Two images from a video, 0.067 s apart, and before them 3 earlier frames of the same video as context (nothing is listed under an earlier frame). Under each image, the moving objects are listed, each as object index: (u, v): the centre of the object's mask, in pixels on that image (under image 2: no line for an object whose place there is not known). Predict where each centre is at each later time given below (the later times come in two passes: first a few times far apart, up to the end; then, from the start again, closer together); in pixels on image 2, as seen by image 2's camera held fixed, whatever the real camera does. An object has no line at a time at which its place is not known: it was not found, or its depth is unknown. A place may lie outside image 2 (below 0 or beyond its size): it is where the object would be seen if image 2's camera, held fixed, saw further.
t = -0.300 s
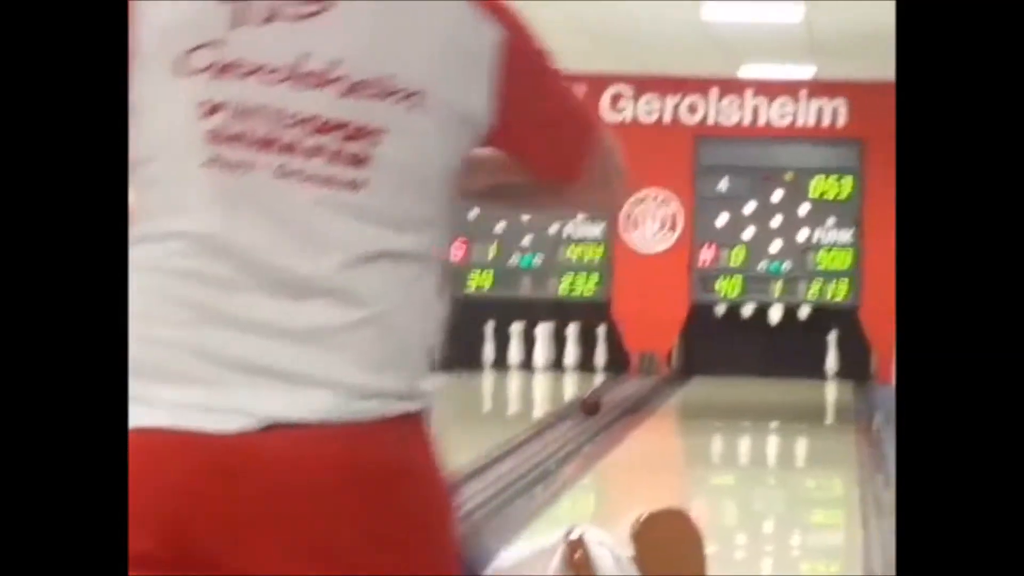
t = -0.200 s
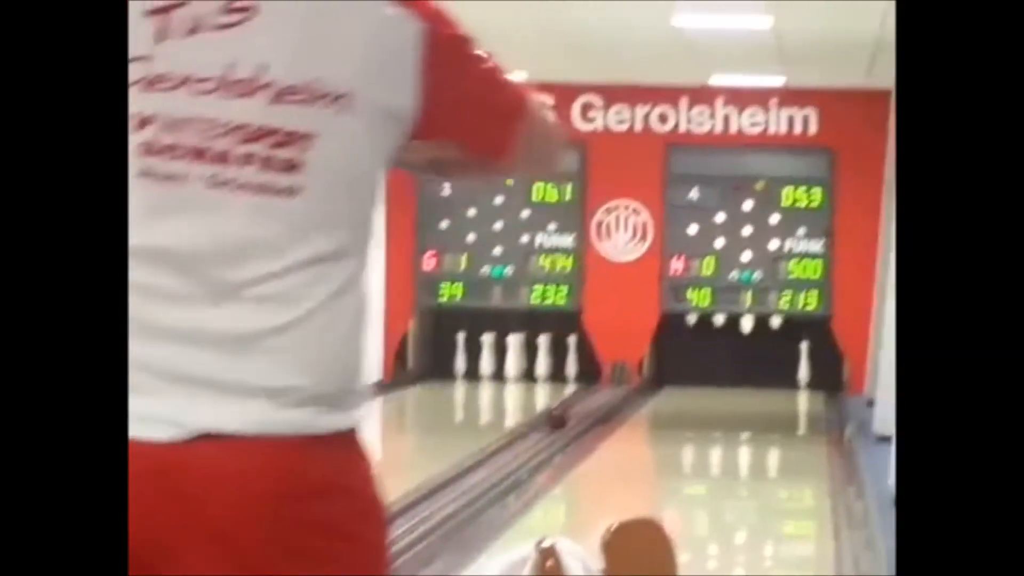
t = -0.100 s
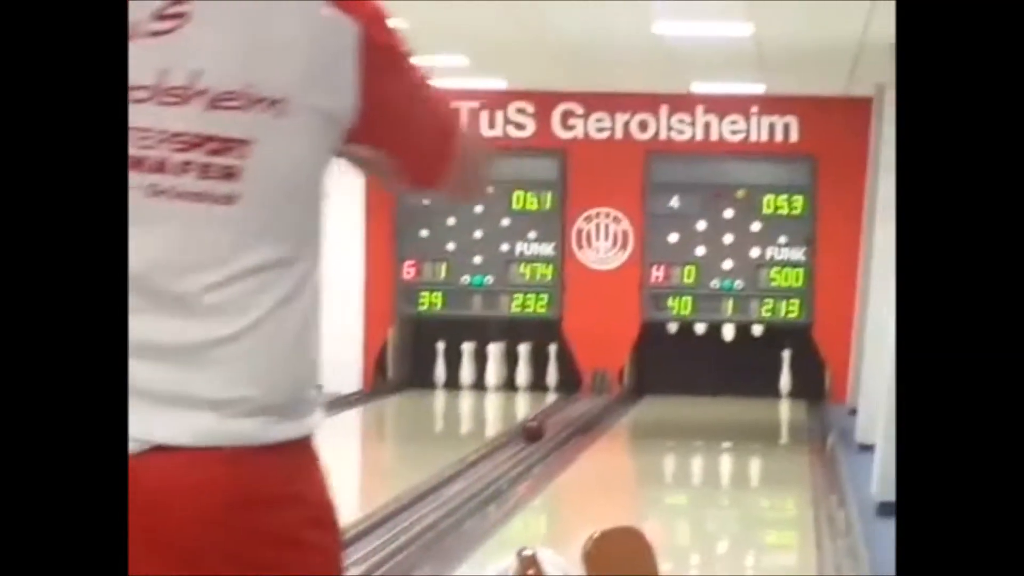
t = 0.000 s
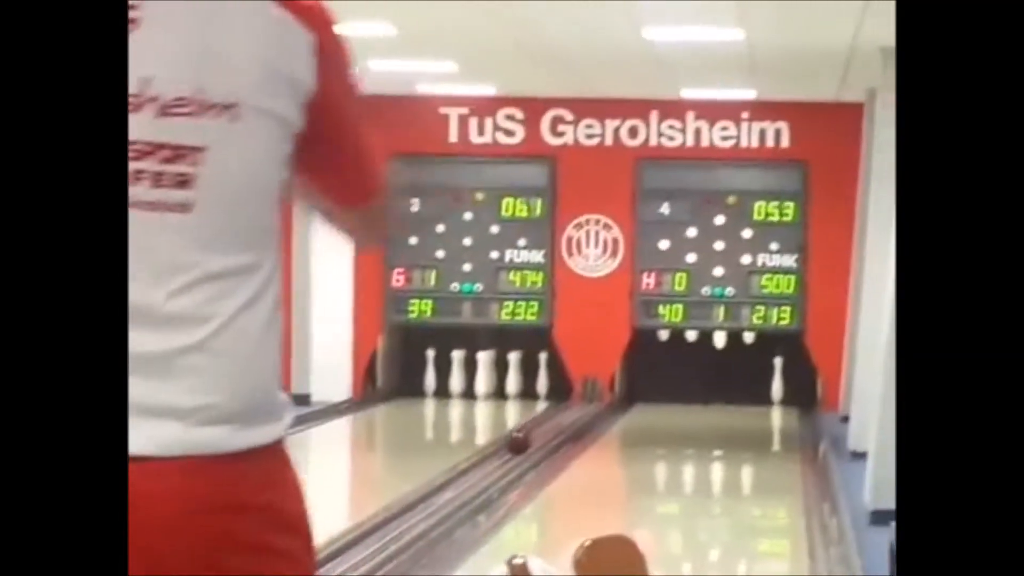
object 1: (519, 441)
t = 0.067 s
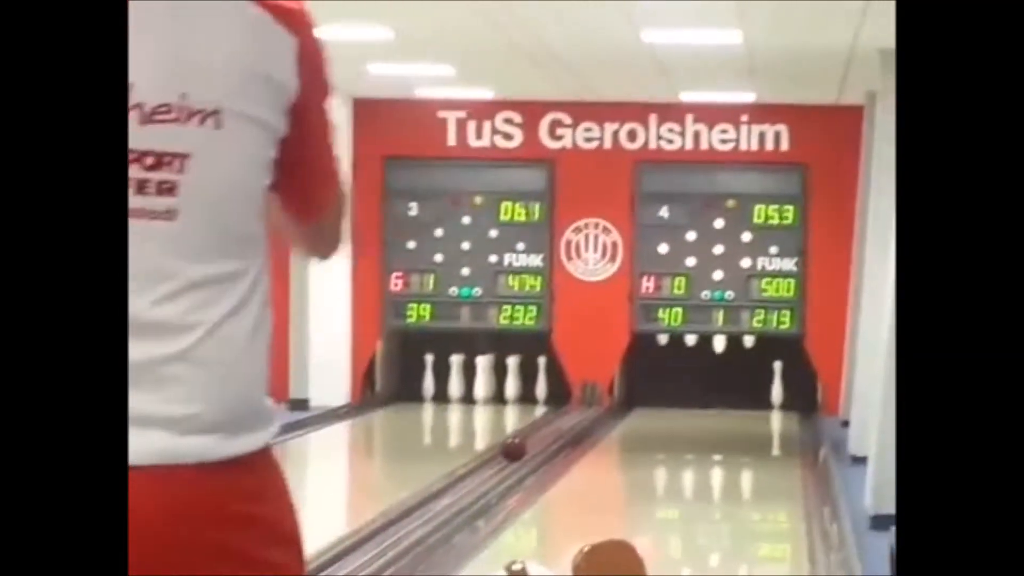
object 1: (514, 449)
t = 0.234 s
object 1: (503, 455)
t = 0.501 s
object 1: (485, 464)
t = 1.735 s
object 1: (390, 529)
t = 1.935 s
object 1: (364, 546)
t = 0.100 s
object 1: (512, 450)
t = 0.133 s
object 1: (510, 451)
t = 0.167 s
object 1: (507, 453)
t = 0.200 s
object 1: (505, 454)
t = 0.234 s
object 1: (503, 455)
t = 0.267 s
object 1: (500, 458)
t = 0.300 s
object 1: (497, 459)
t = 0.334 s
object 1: (495, 460)
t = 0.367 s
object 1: (493, 460)
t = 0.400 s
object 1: (491, 460)
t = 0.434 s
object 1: (489, 462)
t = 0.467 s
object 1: (487, 463)
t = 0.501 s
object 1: (485, 464)
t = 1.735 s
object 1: (390, 529)
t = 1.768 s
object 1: (384, 536)
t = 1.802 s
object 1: (380, 537)
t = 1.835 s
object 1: (376, 542)
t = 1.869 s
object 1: (372, 543)
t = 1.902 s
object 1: (368, 545)
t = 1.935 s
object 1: (364, 546)
